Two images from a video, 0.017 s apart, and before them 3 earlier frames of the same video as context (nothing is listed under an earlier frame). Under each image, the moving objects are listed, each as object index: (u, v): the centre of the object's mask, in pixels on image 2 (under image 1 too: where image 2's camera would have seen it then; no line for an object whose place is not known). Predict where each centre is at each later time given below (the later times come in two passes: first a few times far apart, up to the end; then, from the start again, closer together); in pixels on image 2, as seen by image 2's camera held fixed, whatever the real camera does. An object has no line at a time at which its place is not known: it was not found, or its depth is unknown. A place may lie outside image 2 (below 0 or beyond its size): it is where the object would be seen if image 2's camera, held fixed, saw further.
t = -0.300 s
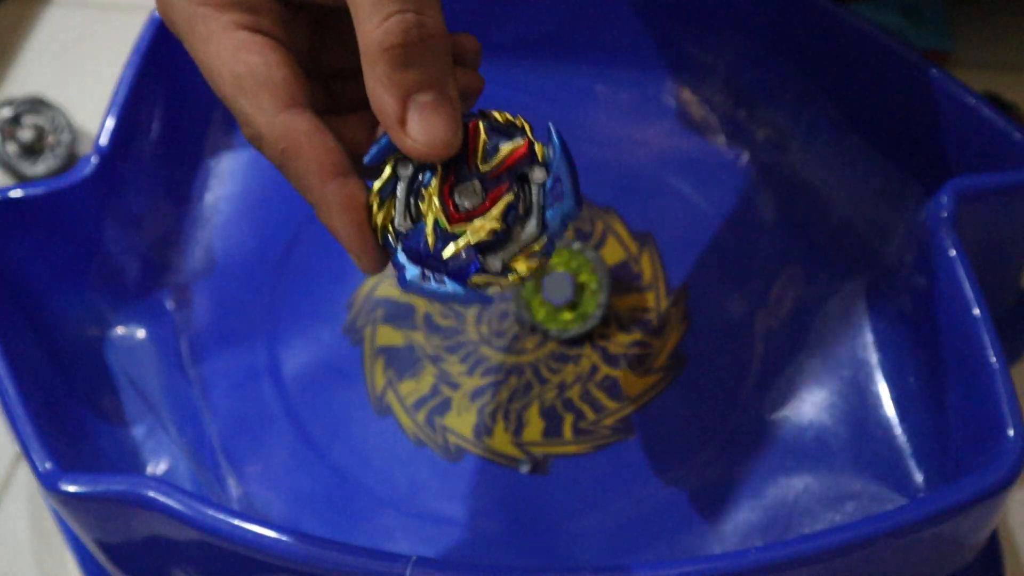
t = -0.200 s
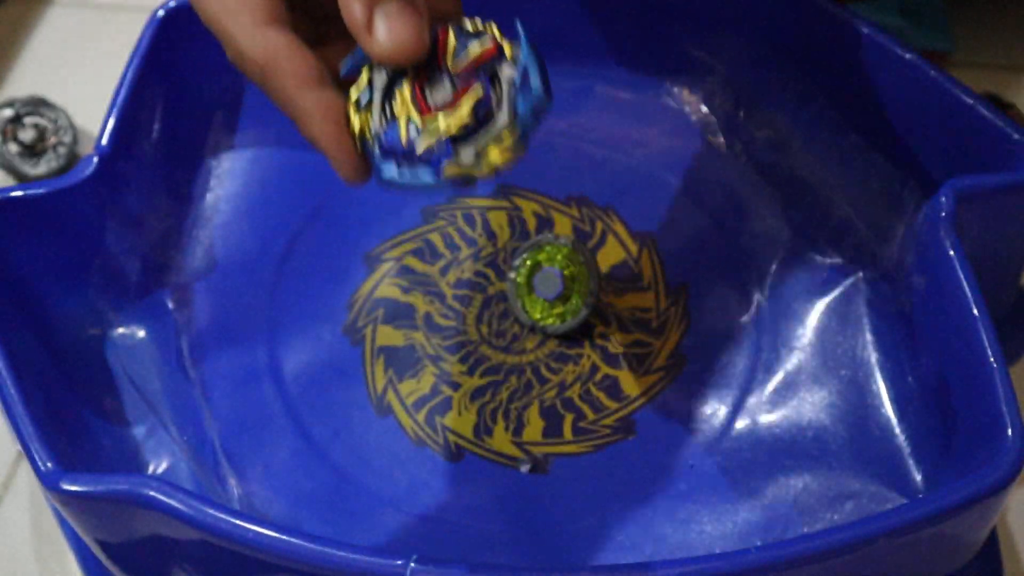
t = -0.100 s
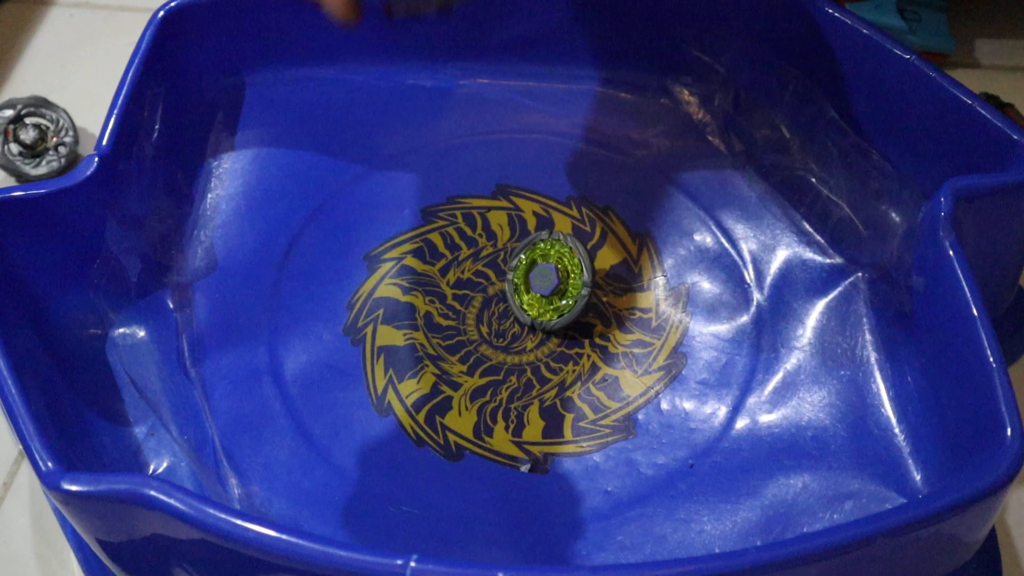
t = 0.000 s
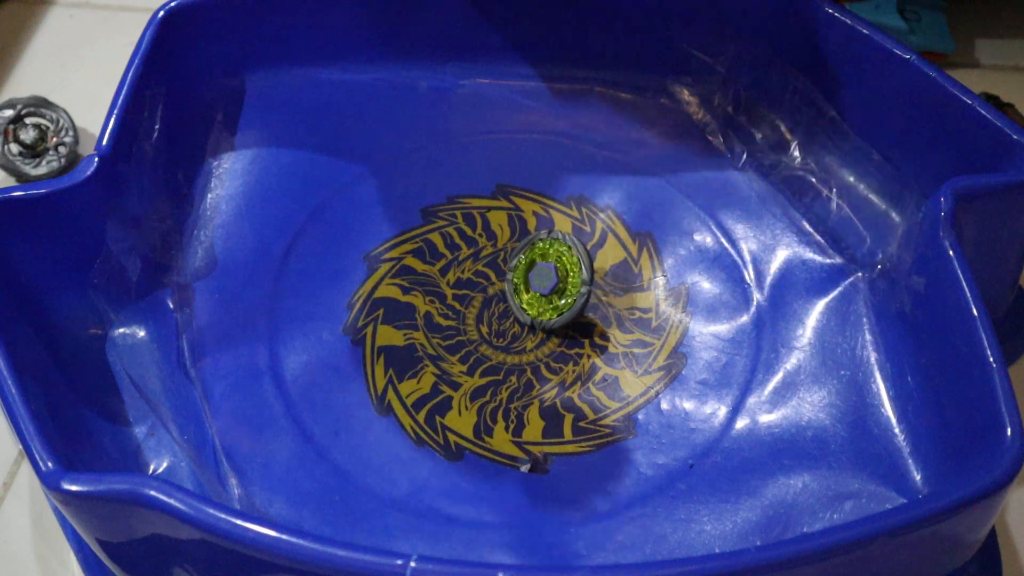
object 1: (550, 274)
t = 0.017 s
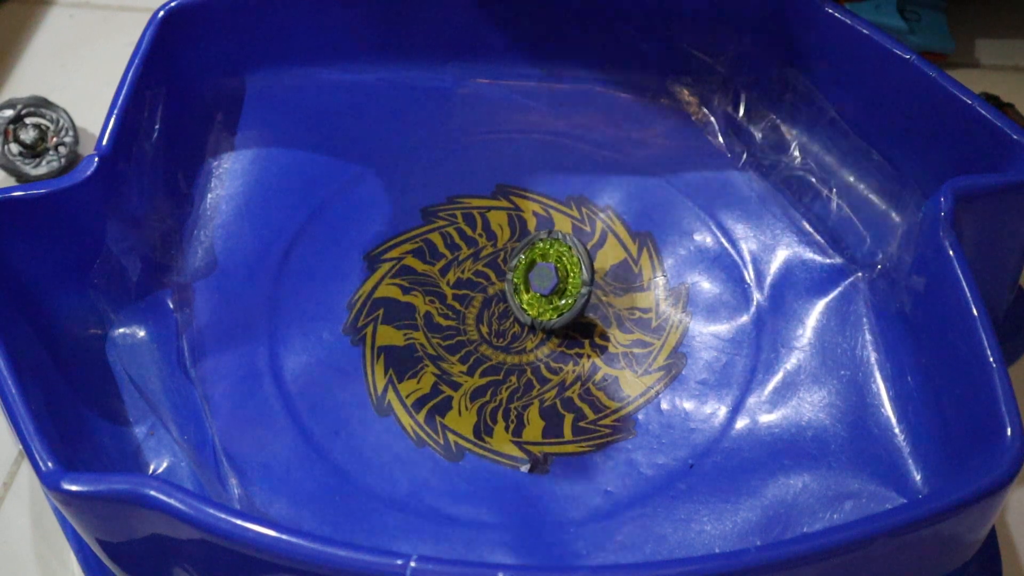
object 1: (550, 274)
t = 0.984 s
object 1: (562, 283)
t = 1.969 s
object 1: (562, 283)
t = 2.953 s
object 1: (561, 283)
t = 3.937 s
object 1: (561, 283)
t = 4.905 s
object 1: (561, 283)
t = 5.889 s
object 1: (561, 283)
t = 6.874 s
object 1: (562, 283)
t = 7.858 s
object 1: (562, 283)
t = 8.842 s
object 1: (562, 283)
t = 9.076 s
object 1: (561, 283)
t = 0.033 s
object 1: (550, 274)
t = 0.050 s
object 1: (550, 275)
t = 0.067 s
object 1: (551, 275)
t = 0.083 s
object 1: (552, 276)
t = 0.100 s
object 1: (552, 276)
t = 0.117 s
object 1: (553, 277)
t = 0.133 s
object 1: (554, 278)
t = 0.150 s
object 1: (555, 278)
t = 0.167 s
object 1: (556, 279)
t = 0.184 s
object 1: (557, 280)
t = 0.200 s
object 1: (558, 281)
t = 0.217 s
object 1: (559, 282)
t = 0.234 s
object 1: (561, 283)
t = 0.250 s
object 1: (562, 283)
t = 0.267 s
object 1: (563, 283)
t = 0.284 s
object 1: (563, 283)
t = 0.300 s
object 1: (563, 283)
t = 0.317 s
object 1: (562, 283)
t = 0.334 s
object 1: (561, 283)
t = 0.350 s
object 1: (559, 282)
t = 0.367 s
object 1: (558, 282)
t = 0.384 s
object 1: (557, 281)
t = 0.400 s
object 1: (556, 280)
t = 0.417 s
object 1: (556, 279)
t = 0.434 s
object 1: (555, 279)
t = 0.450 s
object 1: (555, 279)
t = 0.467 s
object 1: (555, 279)
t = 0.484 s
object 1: (555, 279)
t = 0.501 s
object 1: (555, 279)
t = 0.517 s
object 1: (555, 279)
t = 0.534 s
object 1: (556, 279)
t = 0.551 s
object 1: (556, 280)
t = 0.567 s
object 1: (557, 280)
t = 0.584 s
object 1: (558, 281)
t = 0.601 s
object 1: (559, 282)
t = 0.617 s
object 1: (560, 283)
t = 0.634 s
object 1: (561, 283)
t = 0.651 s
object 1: (562, 283)
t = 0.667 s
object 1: (563, 283)
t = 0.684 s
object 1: (562, 283)
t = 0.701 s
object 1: (561, 283)
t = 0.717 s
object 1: (561, 283)
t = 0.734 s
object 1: (560, 282)
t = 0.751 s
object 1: (558, 281)
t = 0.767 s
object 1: (558, 281)
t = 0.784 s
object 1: (557, 280)
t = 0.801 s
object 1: (557, 280)
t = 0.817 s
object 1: (557, 280)
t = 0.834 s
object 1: (557, 280)
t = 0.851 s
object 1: (557, 280)
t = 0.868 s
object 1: (557, 281)
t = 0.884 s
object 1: (558, 281)
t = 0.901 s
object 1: (559, 282)
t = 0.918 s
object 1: (560, 282)
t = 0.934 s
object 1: (561, 283)
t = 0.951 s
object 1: (562, 283)
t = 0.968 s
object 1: (562, 283)
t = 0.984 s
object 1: (562, 283)
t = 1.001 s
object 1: (561, 283)
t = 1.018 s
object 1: (561, 283)
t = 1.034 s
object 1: (560, 282)
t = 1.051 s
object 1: (559, 282)
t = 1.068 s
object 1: (558, 282)
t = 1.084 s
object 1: (557, 281)
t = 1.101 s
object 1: (557, 281)
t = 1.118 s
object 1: (557, 281)
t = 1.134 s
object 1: (557, 281)
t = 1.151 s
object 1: (558, 281)
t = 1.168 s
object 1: (559, 282)
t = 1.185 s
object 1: (560, 282)
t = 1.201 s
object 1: (560, 283)
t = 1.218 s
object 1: (561, 283)
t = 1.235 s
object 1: (561, 283)
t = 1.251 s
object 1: (562, 283)
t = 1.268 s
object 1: (562, 283)
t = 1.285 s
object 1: (562, 283)
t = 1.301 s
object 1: (561, 283)
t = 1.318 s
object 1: (561, 283)
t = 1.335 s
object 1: (560, 282)
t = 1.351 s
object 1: (559, 282)
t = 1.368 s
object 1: (559, 282)
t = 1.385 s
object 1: (558, 281)
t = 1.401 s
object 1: (558, 281)
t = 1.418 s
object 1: (558, 281)
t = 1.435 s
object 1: (558, 281)
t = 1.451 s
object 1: (558, 282)
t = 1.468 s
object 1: (559, 282)
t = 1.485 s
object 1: (560, 282)
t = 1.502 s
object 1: (560, 282)
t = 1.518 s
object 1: (561, 283)
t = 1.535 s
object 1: (561, 283)
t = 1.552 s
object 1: (561, 283)
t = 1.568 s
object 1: (561, 283)
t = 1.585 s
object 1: (561, 283)
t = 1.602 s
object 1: (561, 283)
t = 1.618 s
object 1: (561, 283)
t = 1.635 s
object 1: (561, 283)
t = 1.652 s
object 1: (562, 283)
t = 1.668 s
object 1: (562, 283)
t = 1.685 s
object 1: (562, 283)
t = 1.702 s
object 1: (562, 283)
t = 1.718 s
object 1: (562, 283)
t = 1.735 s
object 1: (562, 283)
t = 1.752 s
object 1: (562, 284)
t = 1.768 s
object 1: (562, 283)
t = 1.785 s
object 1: (562, 283)
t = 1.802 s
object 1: (562, 283)
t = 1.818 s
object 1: (562, 283)
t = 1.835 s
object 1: (562, 283)
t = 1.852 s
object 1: (562, 283)
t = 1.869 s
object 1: (562, 283)
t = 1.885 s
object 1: (562, 283)
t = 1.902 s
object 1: (562, 283)
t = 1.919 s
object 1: (562, 283)
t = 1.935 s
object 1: (562, 283)
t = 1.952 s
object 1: (562, 283)
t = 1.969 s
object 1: (562, 283)
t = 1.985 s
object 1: (562, 283)
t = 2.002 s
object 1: (562, 283)
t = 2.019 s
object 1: (562, 283)
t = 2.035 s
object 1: (562, 283)
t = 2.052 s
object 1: (562, 283)
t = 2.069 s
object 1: (561, 283)
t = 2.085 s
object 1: (561, 283)
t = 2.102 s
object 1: (561, 283)
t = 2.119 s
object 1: (561, 283)
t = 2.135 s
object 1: (561, 283)
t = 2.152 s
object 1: (561, 283)
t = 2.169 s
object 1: (561, 283)
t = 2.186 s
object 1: (561, 283)
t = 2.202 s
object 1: (561, 283)
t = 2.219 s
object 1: (561, 283)
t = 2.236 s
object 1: (561, 283)
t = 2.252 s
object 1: (561, 283)
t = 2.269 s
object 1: (561, 283)
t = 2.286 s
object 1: (561, 283)
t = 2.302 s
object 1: (561, 283)
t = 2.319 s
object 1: (561, 283)
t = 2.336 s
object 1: (561, 283)
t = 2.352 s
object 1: (561, 283)
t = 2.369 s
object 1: (561, 283)
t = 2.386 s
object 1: (561, 283)
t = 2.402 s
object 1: (561, 283)
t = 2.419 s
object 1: (561, 283)
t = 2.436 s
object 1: (561, 283)
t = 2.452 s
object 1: (561, 283)
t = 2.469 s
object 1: (561, 283)
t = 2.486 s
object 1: (561, 283)
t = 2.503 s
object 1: (561, 283)
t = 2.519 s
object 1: (561, 283)
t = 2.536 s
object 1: (561, 283)
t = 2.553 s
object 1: (561, 283)
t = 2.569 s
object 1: (561, 283)
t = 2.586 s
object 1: (561, 283)
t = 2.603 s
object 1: (561, 283)
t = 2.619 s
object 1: (561, 283)
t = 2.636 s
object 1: (561, 283)
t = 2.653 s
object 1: (561, 283)
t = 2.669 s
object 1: (561, 283)
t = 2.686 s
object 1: (561, 283)
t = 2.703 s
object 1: (561, 283)
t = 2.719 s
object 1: (561, 283)
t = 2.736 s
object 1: (561, 283)
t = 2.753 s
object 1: (561, 283)
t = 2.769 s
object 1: (561, 283)
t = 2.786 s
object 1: (561, 283)
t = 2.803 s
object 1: (561, 283)
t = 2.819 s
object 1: (561, 283)
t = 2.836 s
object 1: (561, 283)
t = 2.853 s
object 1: (561, 283)
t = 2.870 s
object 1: (561, 283)
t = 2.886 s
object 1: (561, 283)
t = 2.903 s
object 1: (561, 283)
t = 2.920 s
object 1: (561, 283)
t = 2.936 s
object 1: (561, 283)
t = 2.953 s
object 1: (561, 283)
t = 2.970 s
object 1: (561, 283)
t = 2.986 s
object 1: (561, 283)
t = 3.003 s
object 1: (561, 283)
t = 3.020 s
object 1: (561, 283)
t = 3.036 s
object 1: (561, 283)
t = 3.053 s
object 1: (561, 283)
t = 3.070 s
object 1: (561, 283)
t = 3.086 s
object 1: (561, 283)
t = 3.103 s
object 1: (561, 283)
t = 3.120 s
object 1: (561, 283)
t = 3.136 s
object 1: (561, 283)
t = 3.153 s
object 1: (561, 283)
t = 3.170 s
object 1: (561, 283)
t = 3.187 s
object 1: (561, 283)
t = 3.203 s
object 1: (561, 283)
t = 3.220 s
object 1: (561, 283)
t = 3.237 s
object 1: (561, 283)
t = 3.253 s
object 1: (561, 283)
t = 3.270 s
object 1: (561, 283)
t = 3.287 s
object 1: (561, 283)
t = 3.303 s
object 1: (561, 283)
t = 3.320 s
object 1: (561, 283)
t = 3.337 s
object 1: (561, 283)
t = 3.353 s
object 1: (561, 283)
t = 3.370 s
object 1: (561, 283)
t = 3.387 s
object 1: (561, 283)
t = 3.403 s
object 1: (561, 283)
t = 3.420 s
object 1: (561, 283)
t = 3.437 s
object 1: (561, 283)
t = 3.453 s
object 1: (561, 283)
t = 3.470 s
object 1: (561, 283)
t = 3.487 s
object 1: (561, 283)
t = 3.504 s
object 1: (561, 283)
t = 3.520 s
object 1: (561, 283)
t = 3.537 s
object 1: (561, 283)
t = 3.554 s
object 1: (561, 283)
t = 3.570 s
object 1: (561, 283)
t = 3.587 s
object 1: (561, 283)
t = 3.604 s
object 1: (561, 283)
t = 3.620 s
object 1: (561, 283)
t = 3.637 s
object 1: (561, 283)
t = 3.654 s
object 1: (561, 283)
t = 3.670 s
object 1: (561, 283)
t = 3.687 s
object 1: (561, 283)
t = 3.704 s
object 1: (561, 283)
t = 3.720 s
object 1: (561, 283)
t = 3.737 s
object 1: (561, 283)
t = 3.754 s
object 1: (561, 283)
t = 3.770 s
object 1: (561, 283)
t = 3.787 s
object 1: (561, 283)
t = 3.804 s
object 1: (561, 283)
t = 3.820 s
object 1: (561, 283)
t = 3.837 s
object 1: (561, 283)
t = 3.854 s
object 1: (561, 283)
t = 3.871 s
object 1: (561, 283)
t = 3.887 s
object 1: (561, 283)
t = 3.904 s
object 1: (561, 283)
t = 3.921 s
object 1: (561, 283)
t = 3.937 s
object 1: (561, 283)
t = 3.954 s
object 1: (561, 283)
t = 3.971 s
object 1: (561, 283)
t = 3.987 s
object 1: (561, 283)
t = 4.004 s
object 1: (561, 283)
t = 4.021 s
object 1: (561, 283)
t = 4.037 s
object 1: (561, 283)
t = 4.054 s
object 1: (561, 283)
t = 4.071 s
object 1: (561, 283)
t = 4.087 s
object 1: (561, 283)
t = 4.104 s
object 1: (561, 283)
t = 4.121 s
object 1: (561, 283)
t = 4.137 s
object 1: (561, 283)
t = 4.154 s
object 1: (561, 283)
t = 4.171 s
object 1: (561, 283)
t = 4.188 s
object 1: (561, 283)
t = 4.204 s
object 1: (561, 283)
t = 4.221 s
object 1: (561, 283)
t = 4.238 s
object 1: (561, 283)
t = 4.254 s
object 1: (561, 283)
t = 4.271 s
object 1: (561, 283)
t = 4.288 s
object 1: (561, 283)
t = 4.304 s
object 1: (561, 283)
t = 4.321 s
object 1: (561, 283)
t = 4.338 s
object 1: (561, 283)
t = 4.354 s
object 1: (561, 283)
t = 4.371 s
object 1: (561, 283)
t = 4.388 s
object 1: (561, 283)
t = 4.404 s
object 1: (561, 283)
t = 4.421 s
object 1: (561, 283)
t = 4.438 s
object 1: (561, 283)
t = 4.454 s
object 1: (561, 283)
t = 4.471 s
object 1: (561, 283)
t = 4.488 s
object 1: (561, 283)
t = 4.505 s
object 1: (561, 283)
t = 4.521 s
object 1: (561, 283)
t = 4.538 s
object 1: (561, 283)
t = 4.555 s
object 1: (561, 283)
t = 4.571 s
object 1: (561, 283)
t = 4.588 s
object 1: (561, 283)
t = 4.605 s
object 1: (561, 283)
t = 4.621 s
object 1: (561, 283)
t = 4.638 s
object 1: (561, 283)
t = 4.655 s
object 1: (561, 283)
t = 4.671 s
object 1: (561, 283)
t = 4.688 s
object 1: (561, 283)
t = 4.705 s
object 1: (561, 283)
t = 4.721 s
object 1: (561, 283)
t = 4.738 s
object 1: (561, 283)
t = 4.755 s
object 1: (561, 283)
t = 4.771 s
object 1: (561, 283)
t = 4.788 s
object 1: (561, 283)
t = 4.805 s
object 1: (561, 283)
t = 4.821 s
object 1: (561, 283)
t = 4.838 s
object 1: (561, 283)
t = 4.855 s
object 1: (561, 283)
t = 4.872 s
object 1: (561, 283)
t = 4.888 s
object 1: (561, 283)
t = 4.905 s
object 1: (561, 283)
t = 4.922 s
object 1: (561, 283)
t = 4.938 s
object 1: (561, 283)
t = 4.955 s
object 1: (561, 283)
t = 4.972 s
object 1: (561, 283)
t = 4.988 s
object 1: (561, 283)
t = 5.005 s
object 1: (561, 283)
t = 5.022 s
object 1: (561, 283)
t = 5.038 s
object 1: (561, 283)
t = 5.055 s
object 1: (561, 283)
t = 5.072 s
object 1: (561, 283)
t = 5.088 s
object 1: (561, 283)
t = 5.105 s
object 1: (561, 283)
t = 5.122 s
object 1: (561, 283)
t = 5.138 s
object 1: (561, 283)
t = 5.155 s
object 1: (561, 283)
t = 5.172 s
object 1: (561, 283)
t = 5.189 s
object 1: (561, 283)
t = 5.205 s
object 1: (561, 283)
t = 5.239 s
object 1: (561, 283)
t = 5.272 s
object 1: (561, 283)
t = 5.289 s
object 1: (561, 283)
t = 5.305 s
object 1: (561, 283)
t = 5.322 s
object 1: (561, 283)
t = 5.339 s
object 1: (561, 283)
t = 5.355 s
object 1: (561, 283)
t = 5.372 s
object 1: (561, 283)
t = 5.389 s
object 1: (561, 283)
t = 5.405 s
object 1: (561, 283)
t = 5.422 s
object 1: (561, 283)
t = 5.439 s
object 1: (561, 283)
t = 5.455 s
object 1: (561, 283)
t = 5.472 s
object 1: (561, 283)
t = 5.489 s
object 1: (561, 283)
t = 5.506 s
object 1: (561, 283)
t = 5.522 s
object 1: (561, 283)
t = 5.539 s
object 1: (561, 283)
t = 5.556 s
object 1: (561, 283)
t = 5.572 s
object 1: (562, 283)
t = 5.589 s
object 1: (561, 283)
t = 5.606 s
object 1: (561, 283)
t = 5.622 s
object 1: (562, 283)
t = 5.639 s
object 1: (562, 283)
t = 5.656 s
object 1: (562, 283)
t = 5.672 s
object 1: (562, 283)
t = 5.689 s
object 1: (561, 283)
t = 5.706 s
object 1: (561, 283)
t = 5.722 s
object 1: (561, 283)
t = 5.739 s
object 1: (561, 283)
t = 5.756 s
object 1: (561, 283)
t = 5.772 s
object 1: (561, 283)
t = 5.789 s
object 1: (561, 283)
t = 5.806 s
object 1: (561, 283)
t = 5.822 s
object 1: (561, 283)
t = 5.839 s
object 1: (561, 283)
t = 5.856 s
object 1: (561, 283)
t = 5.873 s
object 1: (561, 283)
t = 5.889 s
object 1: (561, 283)
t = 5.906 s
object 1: (561, 283)
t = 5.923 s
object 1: (561, 283)
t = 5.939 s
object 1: (561, 283)
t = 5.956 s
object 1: (561, 283)
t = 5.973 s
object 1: (562, 283)
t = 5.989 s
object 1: (562, 283)
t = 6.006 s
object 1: (561, 283)
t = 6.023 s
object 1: (562, 283)
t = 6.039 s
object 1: (561, 283)
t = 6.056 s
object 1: (561, 283)
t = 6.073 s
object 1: (562, 283)
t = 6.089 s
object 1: (562, 283)
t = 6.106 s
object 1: (562, 283)
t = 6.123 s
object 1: (562, 283)
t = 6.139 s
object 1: (562, 283)
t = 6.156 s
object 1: (562, 283)
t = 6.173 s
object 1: (562, 283)
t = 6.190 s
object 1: (562, 283)
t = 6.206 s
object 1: (562, 283)
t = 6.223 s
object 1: (562, 283)
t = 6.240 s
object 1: (562, 283)
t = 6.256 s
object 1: (562, 283)
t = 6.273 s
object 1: (562, 283)
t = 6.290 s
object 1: (562, 283)
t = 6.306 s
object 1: (562, 283)
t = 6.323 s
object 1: (562, 283)
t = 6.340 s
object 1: (562, 283)
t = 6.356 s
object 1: (562, 283)
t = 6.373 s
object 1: (562, 283)
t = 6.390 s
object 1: (562, 283)
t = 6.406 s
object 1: (562, 283)
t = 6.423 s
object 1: (562, 283)
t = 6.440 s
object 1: (562, 283)
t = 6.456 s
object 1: (562, 283)
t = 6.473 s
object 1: (562, 283)
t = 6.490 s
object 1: (562, 283)
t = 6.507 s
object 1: (562, 283)
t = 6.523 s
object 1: (562, 283)
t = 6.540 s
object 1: (562, 283)
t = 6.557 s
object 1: (562, 283)
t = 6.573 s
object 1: (562, 283)
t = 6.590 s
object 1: (562, 283)
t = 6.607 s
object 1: (562, 283)
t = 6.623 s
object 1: (562, 283)
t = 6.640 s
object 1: (562, 283)
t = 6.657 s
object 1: (562, 283)
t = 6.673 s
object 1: (562, 283)
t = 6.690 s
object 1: (562, 283)
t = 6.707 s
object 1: (562, 283)
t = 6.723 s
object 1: (562, 283)
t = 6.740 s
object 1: (562, 283)
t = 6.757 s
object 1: (562, 283)
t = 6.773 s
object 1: (562, 283)
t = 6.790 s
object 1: (562, 283)
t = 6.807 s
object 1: (562, 283)
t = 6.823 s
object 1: (562, 283)
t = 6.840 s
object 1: (562, 283)
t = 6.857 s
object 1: (562, 283)
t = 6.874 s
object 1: (562, 283)
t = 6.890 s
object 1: (561, 283)
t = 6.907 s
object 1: (561, 283)
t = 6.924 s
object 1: (561, 283)
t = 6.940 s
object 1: (561, 283)
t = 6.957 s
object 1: (561, 283)
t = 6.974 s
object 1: (561, 283)
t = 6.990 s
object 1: (561, 283)
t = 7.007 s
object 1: (561, 283)
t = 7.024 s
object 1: (561, 283)
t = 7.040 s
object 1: (561, 283)
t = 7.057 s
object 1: (561, 283)
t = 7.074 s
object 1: (561, 283)
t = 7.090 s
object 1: (561, 283)
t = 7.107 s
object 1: (561, 283)
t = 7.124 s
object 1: (561, 283)
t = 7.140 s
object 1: (561, 283)
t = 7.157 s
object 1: (561, 283)
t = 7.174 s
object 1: (561, 283)
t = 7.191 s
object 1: (561, 283)
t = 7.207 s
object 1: (561, 283)
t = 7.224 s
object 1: (561, 283)
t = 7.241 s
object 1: (561, 283)
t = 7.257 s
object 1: (561, 283)
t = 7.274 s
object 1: (561, 283)
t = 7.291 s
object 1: (561, 283)
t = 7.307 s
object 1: (561, 283)
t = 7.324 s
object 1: (561, 283)
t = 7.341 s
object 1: (561, 283)
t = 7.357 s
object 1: (561, 283)
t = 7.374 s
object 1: (561, 283)
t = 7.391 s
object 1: (561, 283)
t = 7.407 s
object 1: (561, 283)
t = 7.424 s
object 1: (561, 283)
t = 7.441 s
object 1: (561, 283)
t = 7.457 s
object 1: (561, 283)
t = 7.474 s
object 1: (561, 283)
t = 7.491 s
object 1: (561, 283)
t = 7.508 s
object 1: (562, 283)
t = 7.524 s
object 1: (562, 283)
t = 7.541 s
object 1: (562, 283)
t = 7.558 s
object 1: (562, 283)
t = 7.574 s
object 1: (562, 283)
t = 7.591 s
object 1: (562, 283)
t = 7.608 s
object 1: (562, 283)
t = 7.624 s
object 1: (562, 283)
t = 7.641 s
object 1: (562, 283)
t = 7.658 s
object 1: (562, 283)
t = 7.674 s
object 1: (562, 283)
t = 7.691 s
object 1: (562, 283)
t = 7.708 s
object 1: (562, 283)
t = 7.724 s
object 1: (562, 283)
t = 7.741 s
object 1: (561, 283)
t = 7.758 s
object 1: (562, 283)
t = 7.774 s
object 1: (562, 283)
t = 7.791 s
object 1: (562, 283)
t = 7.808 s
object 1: (562, 283)
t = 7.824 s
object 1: (562, 283)
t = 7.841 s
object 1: (562, 283)
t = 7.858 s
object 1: (562, 283)
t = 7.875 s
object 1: (562, 283)
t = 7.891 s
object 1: (562, 283)
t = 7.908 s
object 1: (562, 283)
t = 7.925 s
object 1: (562, 283)
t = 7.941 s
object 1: (562, 283)
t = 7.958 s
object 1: (562, 283)
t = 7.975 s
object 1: (562, 283)
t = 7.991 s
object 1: (562, 283)
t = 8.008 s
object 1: (562, 283)
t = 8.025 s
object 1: (562, 283)
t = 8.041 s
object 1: (562, 283)
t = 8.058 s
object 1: (562, 283)
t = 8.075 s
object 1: (562, 283)
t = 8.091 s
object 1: (562, 283)
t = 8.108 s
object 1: (562, 283)
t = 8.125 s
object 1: (562, 283)
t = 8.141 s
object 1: (562, 283)
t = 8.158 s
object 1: (562, 283)
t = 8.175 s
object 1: (562, 283)
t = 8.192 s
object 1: (562, 283)
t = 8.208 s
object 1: (562, 283)
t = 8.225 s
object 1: (562, 283)
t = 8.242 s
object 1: (562, 283)
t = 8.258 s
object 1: (562, 283)
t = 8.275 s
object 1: (562, 283)
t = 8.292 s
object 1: (562, 283)
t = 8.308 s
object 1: (562, 283)
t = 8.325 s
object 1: (562, 283)
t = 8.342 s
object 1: (562, 283)
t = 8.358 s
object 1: (562, 283)
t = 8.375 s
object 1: (562, 283)
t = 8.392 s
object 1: (562, 283)
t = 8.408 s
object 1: (562, 283)
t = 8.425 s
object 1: (562, 283)
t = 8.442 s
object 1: (562, 283)
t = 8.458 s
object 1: (562, 283)
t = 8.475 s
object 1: (562, 283)
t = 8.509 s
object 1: (561, 283)
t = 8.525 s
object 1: (562, 283)
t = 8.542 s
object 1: (562, 283)
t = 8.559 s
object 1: (562, 283)
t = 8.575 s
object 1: (562, 283)
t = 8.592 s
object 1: (562, 283)
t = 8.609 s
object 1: (562, 283)
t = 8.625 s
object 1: (562, 283)
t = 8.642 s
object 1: (562, 283)
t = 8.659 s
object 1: (562, 283)
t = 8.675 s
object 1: (562, 283)
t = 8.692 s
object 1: (562, 283)
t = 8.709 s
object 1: (562, 283)
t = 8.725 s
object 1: (562, 283)
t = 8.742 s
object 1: (562, 283)
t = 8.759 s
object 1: (562, 283)
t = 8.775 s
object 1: (562, 283)
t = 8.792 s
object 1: (562, 283)
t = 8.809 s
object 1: (562, 283)
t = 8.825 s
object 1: (562, 283)
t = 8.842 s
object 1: (562, 283)
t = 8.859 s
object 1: (562, 283)
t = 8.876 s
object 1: (562, 283)
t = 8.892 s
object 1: (562, 283)
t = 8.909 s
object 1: (562, 283)
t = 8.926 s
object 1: (561, 283)
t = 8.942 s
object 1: (561, 283)
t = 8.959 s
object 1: (561, 283)
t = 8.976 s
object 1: (561, 283)
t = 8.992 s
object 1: (561, 283)
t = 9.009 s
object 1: (561, 283)
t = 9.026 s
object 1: (561, 283)
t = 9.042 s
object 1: (561, 283)
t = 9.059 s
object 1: (561, 283)
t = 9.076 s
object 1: (561, 283)
